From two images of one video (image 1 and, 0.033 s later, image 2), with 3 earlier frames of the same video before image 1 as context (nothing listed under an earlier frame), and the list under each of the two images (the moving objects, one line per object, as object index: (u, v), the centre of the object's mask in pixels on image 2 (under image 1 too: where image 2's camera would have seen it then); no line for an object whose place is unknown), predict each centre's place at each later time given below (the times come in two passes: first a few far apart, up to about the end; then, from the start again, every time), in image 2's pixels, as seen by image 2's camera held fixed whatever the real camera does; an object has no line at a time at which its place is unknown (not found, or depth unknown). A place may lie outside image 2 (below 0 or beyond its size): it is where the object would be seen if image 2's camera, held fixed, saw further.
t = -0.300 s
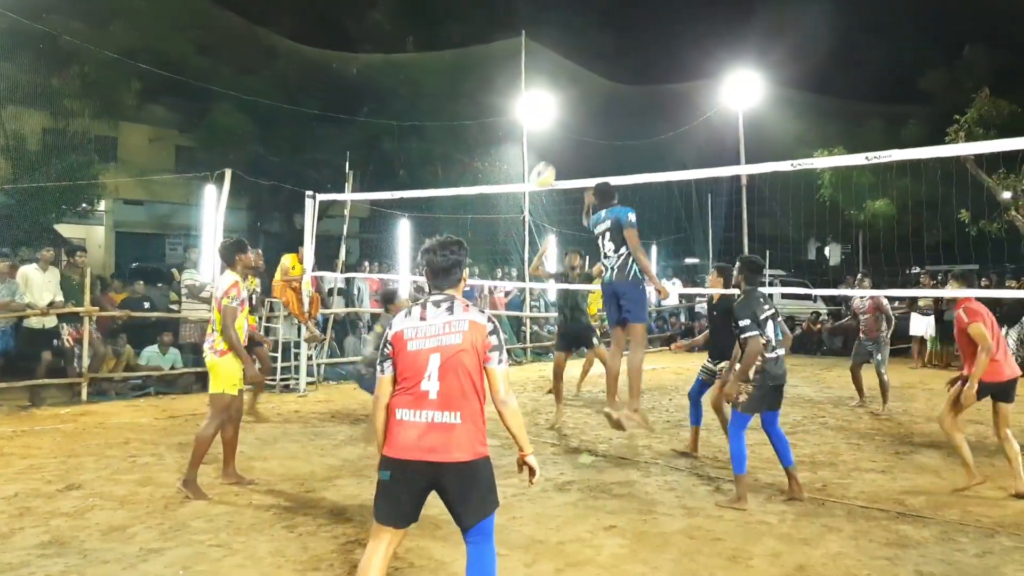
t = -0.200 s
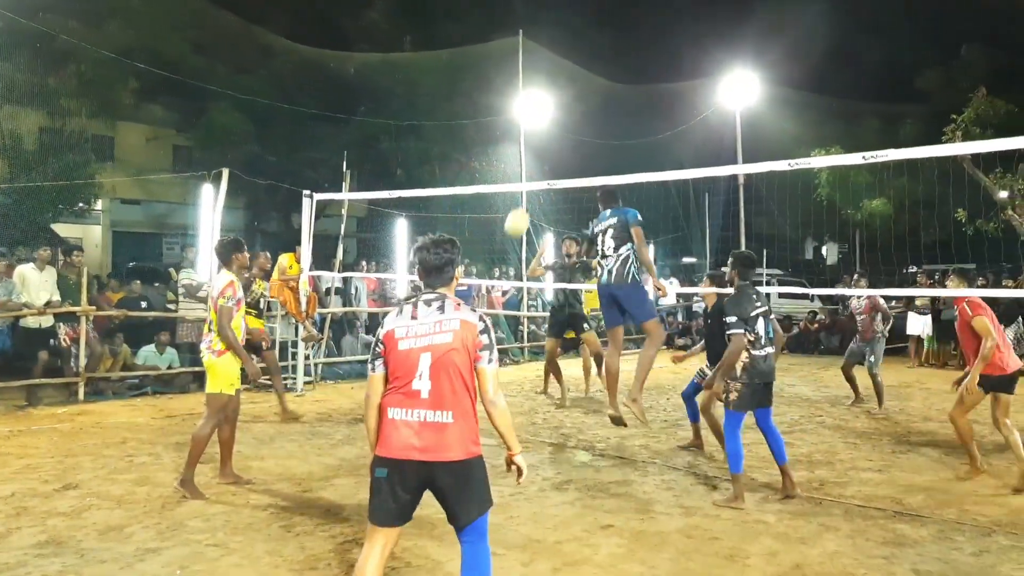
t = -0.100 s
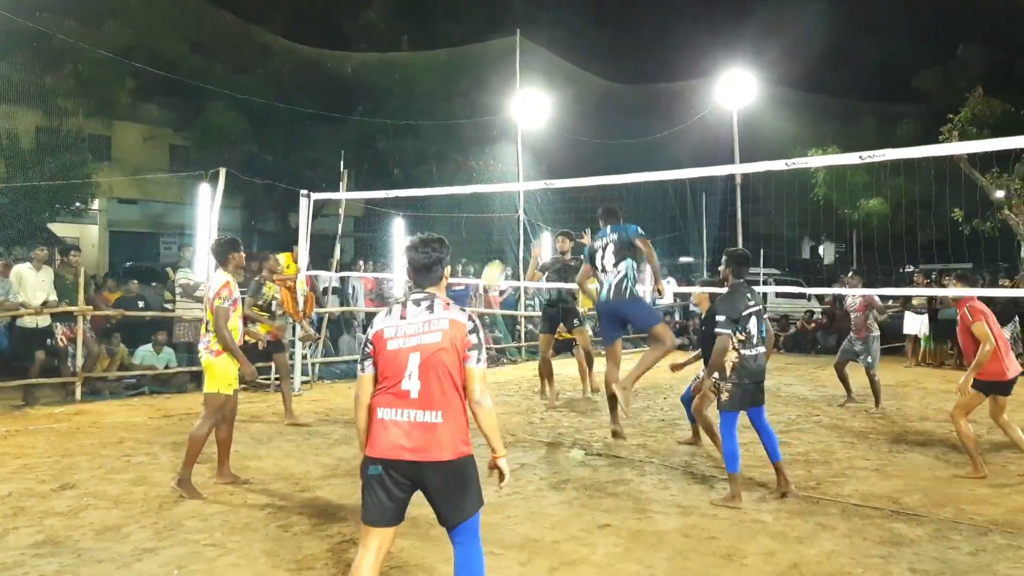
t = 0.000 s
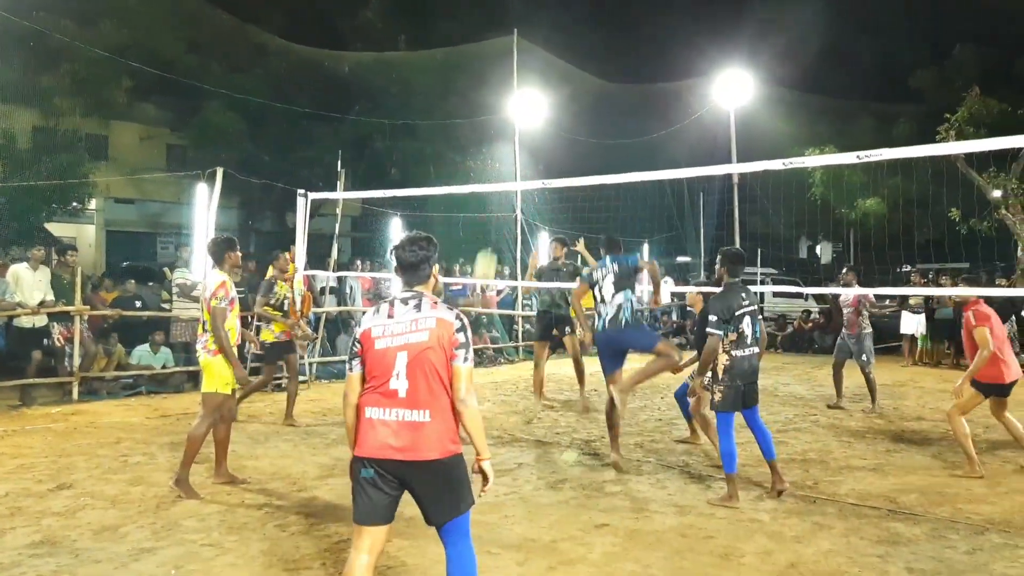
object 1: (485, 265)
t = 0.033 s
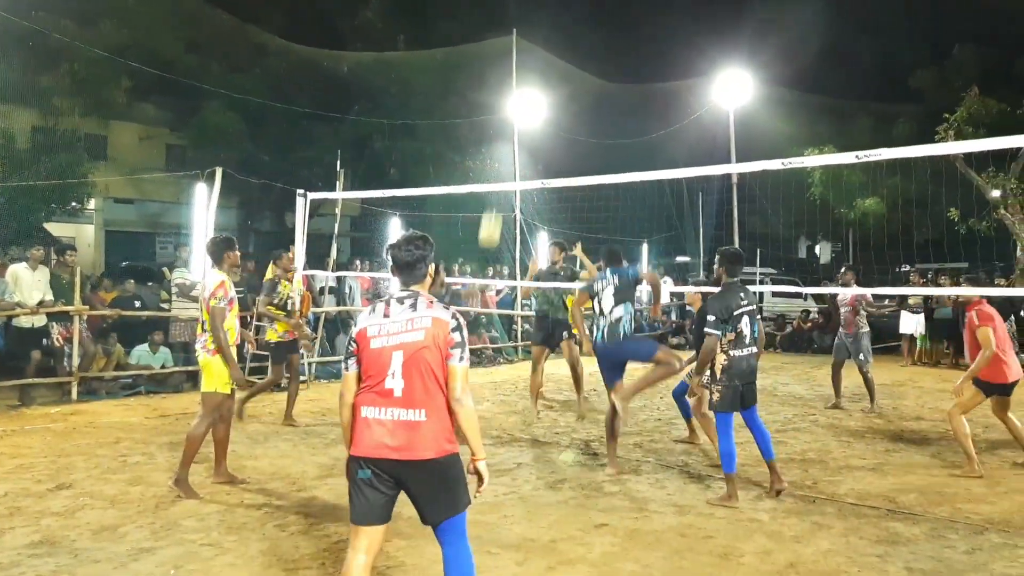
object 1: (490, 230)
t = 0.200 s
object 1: (491, 130)
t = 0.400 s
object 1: (480, 76)
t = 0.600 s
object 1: (469, 61)
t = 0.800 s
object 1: (458, 88)
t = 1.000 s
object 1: (447, 158)
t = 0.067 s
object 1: (495, 200)
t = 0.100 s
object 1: (497, 169)
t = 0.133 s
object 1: (494, 156)
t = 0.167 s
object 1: (492, 143)
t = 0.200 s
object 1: (491, 130)
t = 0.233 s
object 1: (489, 119)
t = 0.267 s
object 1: (487, 108)
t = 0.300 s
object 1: (485, 98)
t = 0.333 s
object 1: (484, 90)
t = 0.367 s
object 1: (482, 83)
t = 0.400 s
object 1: (480, 76)
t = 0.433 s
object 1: (478, 70)
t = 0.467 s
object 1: (477, 66)
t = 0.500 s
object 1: (475, 64)
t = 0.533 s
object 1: (473, 62)
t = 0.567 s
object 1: (471, 61)
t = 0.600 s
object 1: (469, 61)
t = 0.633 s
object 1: (468, 63)
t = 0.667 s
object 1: (466, 66)
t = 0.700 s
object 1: (464, 69)
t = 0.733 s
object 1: (462, 75)
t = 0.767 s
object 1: (460, 81)
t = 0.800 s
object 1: (458, 88)
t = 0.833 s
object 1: (456, 96)
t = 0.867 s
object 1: (454, 107)
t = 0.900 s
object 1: (452, 117)
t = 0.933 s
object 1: (451, 130)
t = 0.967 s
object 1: (449, 143)
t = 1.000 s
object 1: (447, 158)
